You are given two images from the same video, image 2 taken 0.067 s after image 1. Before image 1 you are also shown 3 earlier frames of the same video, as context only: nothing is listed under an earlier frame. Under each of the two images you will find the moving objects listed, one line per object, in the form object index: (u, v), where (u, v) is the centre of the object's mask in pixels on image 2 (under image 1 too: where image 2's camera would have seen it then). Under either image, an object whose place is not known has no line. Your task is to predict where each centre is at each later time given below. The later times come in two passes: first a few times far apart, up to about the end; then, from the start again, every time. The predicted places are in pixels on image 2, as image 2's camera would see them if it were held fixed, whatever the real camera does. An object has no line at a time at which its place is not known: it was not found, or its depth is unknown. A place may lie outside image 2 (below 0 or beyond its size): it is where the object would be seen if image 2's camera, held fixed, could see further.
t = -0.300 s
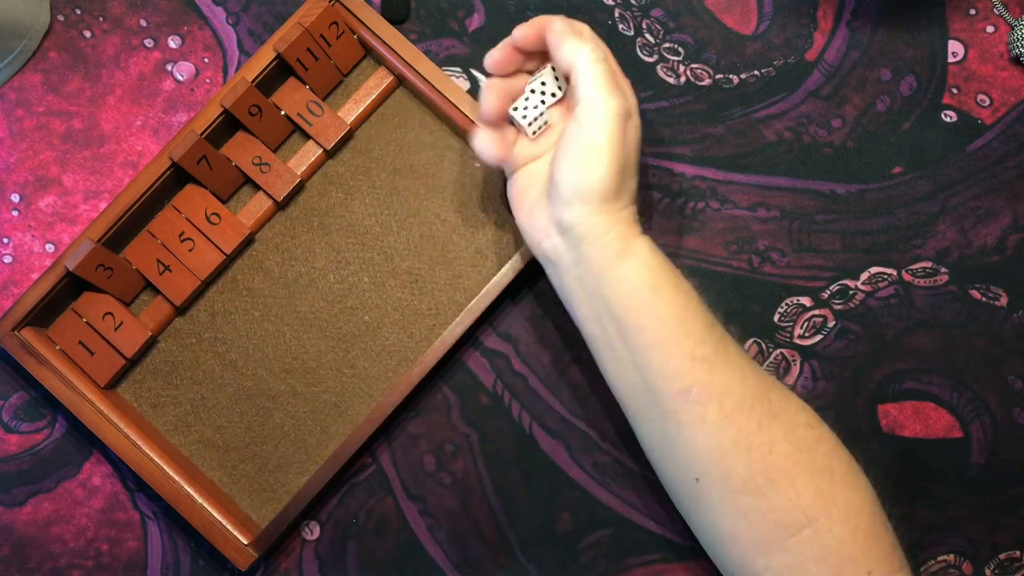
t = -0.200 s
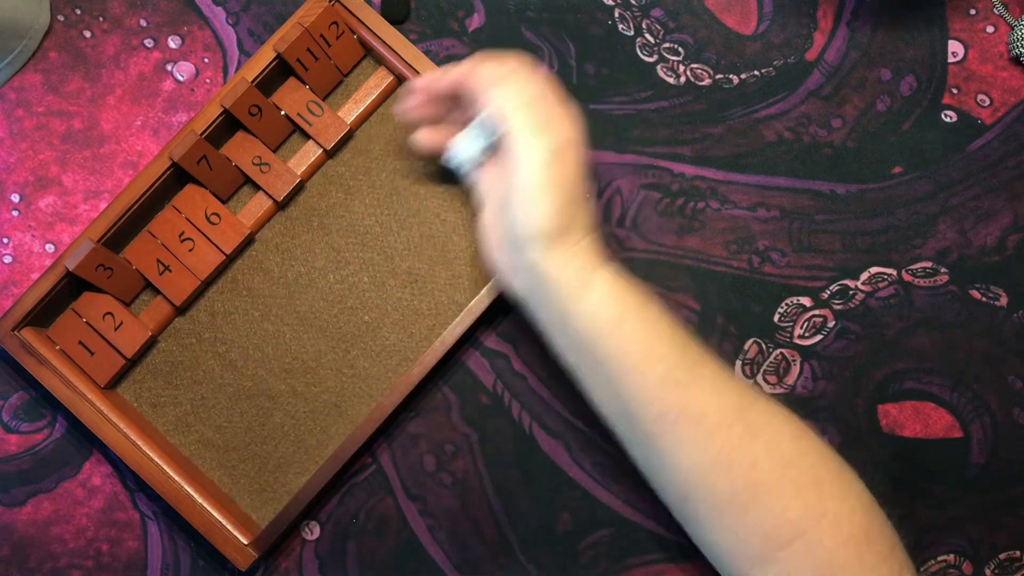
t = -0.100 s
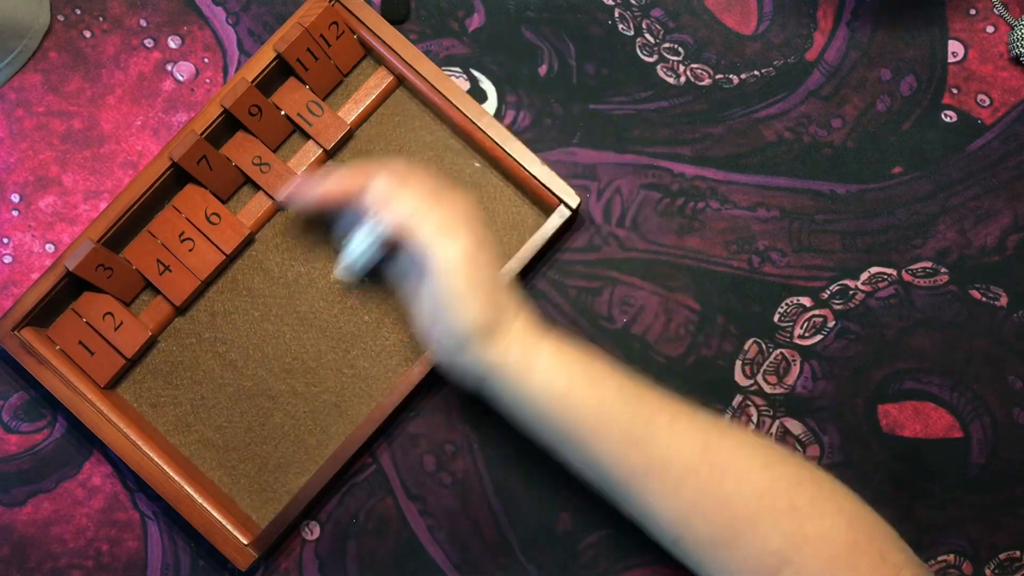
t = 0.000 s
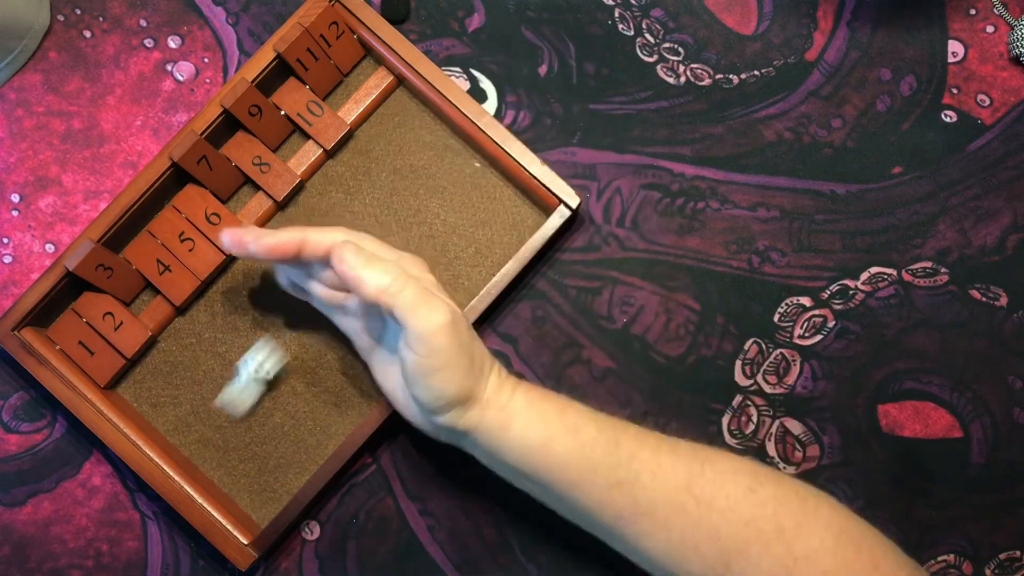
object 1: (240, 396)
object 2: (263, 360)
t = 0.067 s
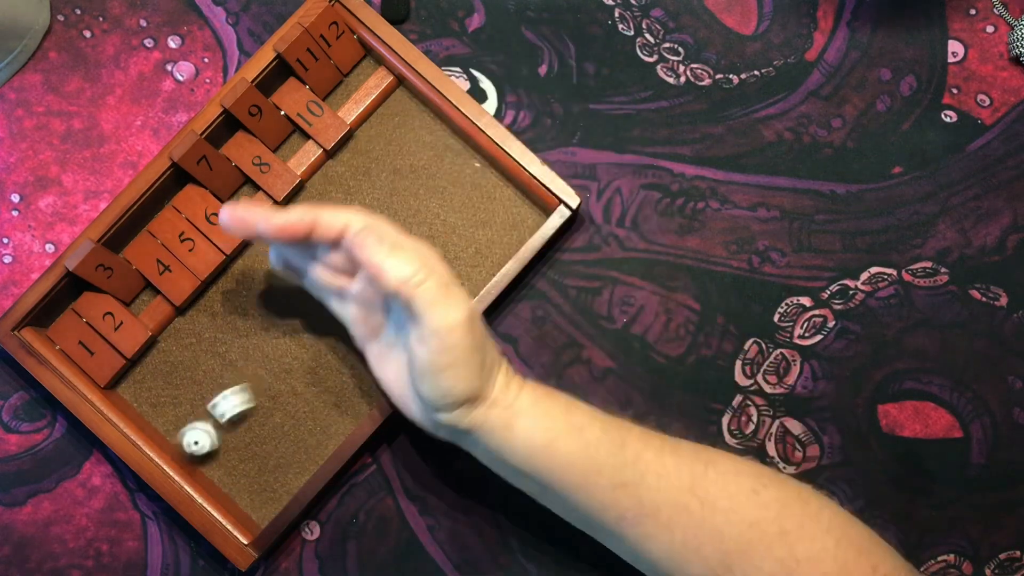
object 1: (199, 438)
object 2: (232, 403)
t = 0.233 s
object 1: (227, 439)
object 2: (272, 393)
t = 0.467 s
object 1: (247, 425)
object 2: (280, 394)
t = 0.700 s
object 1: (247, 425)
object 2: (280, 394)
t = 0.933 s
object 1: (247, 425)
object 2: (280, 394)
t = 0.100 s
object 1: (194, 447)
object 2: (233, 406)
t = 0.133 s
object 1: (200, 446)
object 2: (246, 400)
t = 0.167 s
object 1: (208, 445)
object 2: (256, 397)
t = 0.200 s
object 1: (219, 442)
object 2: (264, 393)
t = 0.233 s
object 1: (227, 439)
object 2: (272, 393)
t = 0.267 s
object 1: (236, 436)
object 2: (278, 394)
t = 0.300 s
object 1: (241, 437)
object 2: (280, 393)
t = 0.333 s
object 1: (247, 435)
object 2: (280, 394)
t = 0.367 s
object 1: (250, 434)
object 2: (280, 394)
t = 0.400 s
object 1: (249, 430)
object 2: (280, 394)
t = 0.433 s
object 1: (249, 427)
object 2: (280, 393)
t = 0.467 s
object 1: (247, 425)
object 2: (280, 394)
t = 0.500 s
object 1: (247, 425)
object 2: (280, 393)
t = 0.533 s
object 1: (247, 425)
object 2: (280, 394)
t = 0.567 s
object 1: (247, 425)
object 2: (280, 394)
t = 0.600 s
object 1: (247, 425)
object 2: (280, 393)
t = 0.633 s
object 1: (247, 425)
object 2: (280, 394)
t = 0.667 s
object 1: (247, 425)
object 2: (280, 394)
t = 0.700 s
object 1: (247, 425)
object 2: (280, 394)
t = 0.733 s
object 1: (247, 425)
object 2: (280, 394)
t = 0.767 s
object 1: (247, 425)
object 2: (280, 394)
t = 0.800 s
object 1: (247, 425)
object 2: (280, 394)
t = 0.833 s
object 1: (247, 425)
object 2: (280, 394)
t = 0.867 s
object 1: (247, 425)
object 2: (280, 393)
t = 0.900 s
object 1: (247, 425)
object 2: (280, 394)
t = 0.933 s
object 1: (247, 425)
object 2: (280, 394)
